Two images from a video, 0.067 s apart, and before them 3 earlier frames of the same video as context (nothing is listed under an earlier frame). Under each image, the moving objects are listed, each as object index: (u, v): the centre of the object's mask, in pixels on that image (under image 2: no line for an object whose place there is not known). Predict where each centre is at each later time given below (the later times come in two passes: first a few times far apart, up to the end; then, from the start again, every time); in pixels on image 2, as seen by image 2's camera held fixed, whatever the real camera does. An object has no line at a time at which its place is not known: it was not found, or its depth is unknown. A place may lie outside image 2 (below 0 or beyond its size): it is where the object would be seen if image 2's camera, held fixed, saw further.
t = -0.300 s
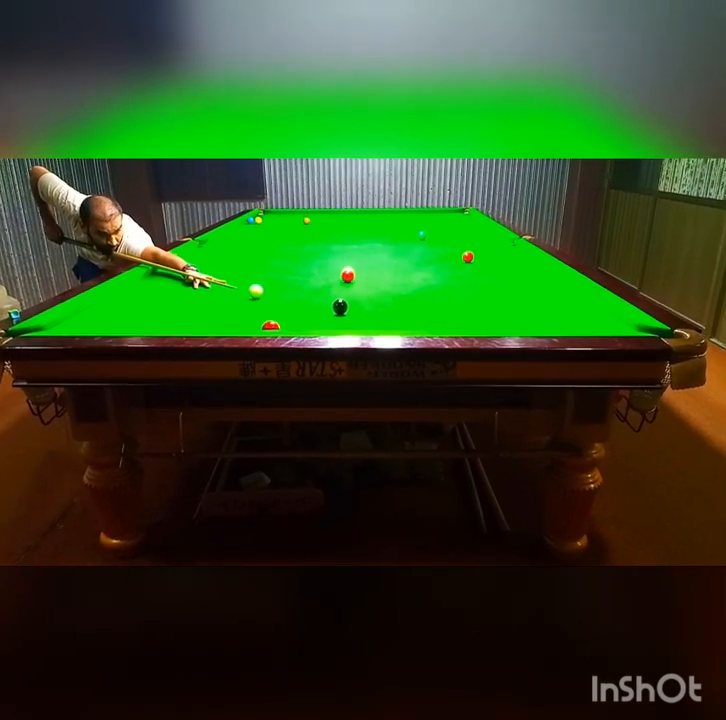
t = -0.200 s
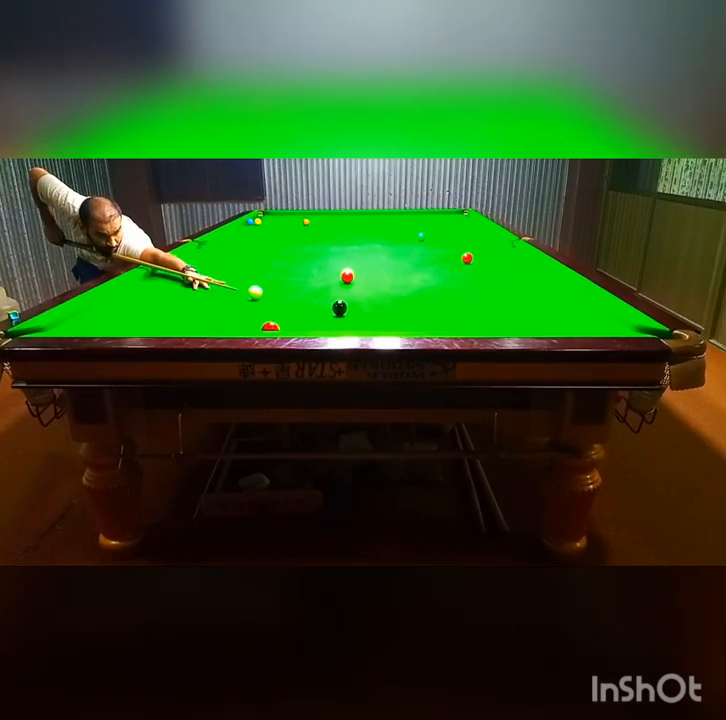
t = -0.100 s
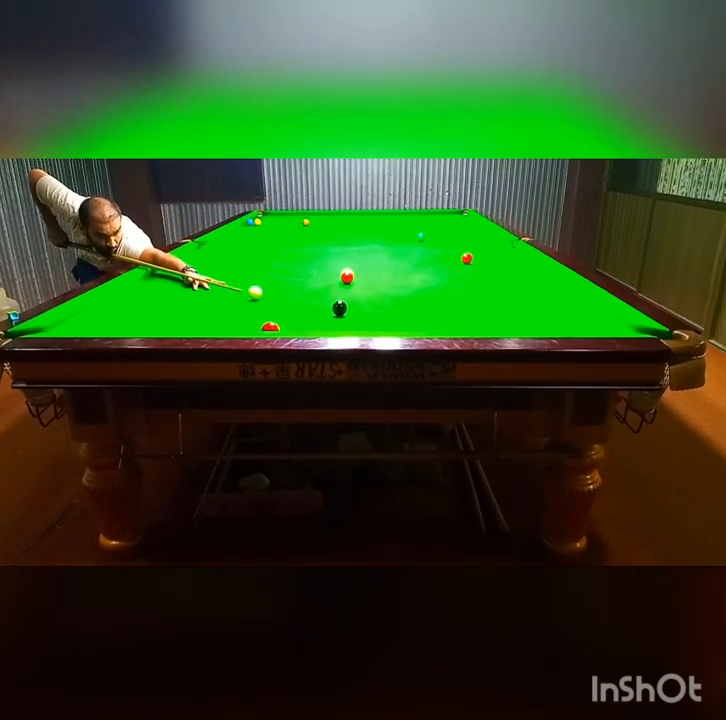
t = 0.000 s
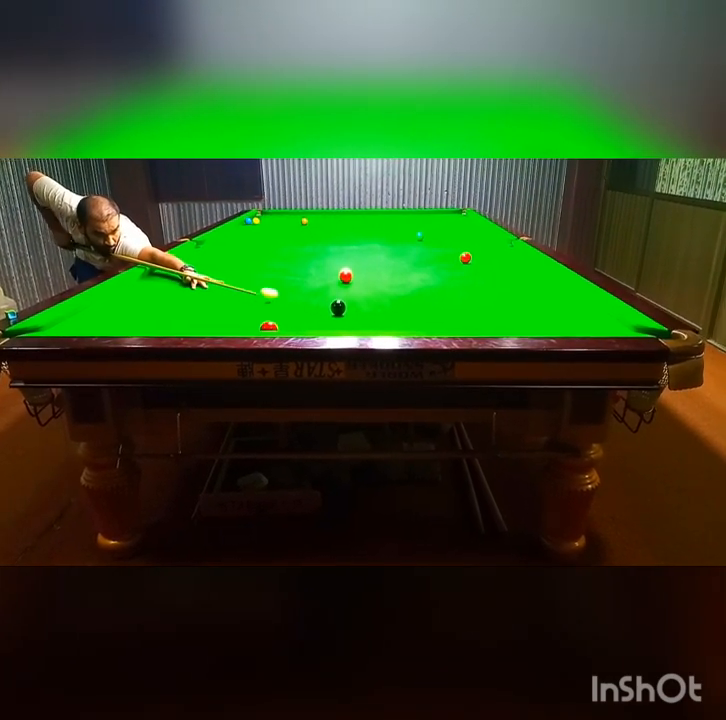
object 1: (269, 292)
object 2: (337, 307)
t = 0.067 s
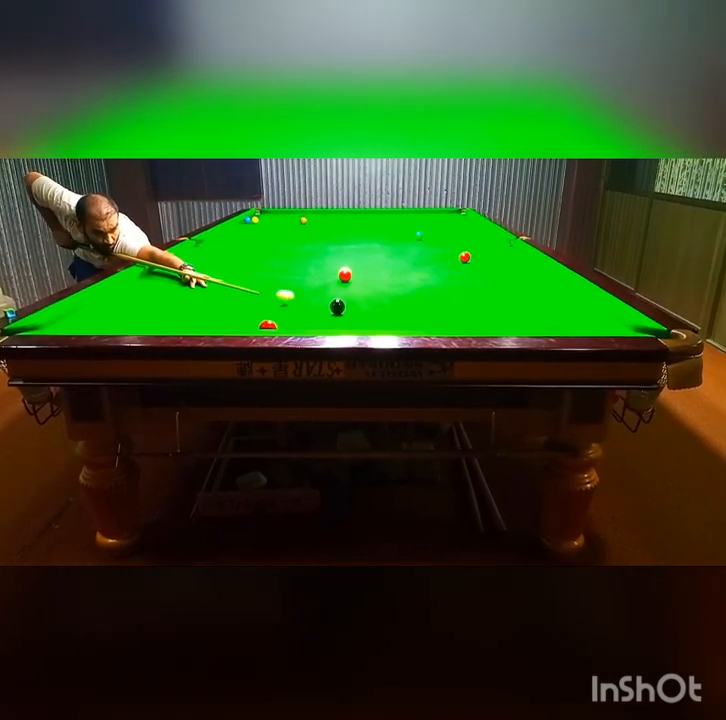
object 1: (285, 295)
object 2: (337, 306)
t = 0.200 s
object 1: (313, 300)
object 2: (337, 306)
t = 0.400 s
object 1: (325, 307)
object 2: (364, 308)
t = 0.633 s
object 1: (331, 314)
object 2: (399, 311)
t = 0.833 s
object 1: (336, 319)
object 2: (430, 314)
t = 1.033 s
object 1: (341, 322)
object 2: (460, 316)
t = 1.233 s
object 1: (346, 325)
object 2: (489, 318)
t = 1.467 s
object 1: (351, 325)
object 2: (522, 320)
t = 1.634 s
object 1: (354, 323)
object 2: (546, 322)
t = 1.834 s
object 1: (356, 323)
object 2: (575, 323)
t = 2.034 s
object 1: (359, 321)
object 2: (602, 324)
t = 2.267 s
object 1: (362, 320)
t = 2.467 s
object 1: (363, 319)
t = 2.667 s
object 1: (364, 319)
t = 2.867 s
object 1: (364, 320)
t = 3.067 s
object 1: (364, 319)
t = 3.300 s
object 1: (364, 320)
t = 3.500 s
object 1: (364, 319)
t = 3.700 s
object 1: (364, 320)
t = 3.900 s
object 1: (365, 320)
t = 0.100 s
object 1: (293, 297)
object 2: (337, 306)
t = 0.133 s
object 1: (300, 297)
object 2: (337, 306)
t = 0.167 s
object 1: (307, 299)
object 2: (337, 306)
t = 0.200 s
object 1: (313, 300)
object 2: (337, 306)
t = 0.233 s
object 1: (320, 301)
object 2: (337, 306)
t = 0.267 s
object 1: (323, 304)
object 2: (341, 307)
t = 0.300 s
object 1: (322, 305)
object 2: (347, 307)
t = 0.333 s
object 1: (323, 306)
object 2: (354, 308)
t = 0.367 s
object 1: (324, 307)
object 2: (359, 308)
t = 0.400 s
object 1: (325, 307)
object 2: (364, 308)
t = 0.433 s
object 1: (325, 308)
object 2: (369, 309)
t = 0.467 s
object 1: (327, 309)
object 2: (374, 309)
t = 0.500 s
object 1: (327, 310)
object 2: (379, 310)
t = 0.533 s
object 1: (328, 311)
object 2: (384, 310)
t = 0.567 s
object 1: (329, 312)
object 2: (389, 310)
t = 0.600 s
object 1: (330, 313)
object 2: (394, 311)
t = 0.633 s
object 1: (331, 314)
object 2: (399, 311)
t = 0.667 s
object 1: (332, 315)
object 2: (404, 312)
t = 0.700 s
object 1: (332, 315)
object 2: (409, 312)
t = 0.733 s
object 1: (333, 316)
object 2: (414, 312)
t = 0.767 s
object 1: (334, 317)
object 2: (419, 313)
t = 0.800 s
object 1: (335, 318)
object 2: (424, 313)
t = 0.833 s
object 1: (336, 319)
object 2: (430, 314)
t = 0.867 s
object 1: (337, 320)
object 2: (435, 314)
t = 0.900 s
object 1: (338, 320)
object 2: (439, 314)
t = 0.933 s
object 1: (339, 321)
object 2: (444, 315)
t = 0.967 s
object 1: (339, 321)
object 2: (449, 315)
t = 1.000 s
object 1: (340, 322)
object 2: (454, 315)
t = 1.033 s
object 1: (341, 322)
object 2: (460, 316)
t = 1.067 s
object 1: (342, 323)
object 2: (464, 316)
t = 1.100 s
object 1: (343, 323)
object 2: (469, 316)
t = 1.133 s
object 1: (343, 323)
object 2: (474, 317)
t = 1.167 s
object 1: (344, 324)
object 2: (479, 317)
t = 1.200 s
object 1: (346, 324)
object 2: (484, 318)
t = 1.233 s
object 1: (346, 325)
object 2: (489, 318)
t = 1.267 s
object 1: (347, 326)
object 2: (494, 318)
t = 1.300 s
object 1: (348, 326)
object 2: (499, 319)
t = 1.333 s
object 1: (349, 326)
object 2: (503, 319)
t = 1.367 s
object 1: (349, 326)
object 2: (508, 319)
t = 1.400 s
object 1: (350, 325)
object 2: (513, 320)
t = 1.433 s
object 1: (350, 325)
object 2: (518, 320)
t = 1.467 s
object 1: (351, 325)
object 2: (522, 320)
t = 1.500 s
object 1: (352, 325)
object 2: (527, 321)
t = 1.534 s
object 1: (352, 324)
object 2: (532, 321)
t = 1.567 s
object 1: (353, 324)
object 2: (537, 321)
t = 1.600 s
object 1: (354, 324)
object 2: (542, 322)
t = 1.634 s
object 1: (354, 323)
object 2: (546, 322)
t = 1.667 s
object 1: (355, 323)
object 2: (551, 322)
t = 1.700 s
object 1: (355, 323)
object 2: (556, 322)
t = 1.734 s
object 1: (355, 323)
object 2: (560, 323)
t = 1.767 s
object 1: (356, 323)
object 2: (565, 323)
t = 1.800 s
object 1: (356, 323)
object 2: (570, 323)
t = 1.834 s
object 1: (356, 323)
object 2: (575, 323)
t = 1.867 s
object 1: (357, 322)
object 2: (579, 323)
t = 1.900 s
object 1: (358, 322)
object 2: (584, 323)
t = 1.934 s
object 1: (358, 322)
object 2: (588, 324)
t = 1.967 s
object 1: (358, 322)
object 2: (593, 324)
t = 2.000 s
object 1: (359, 321)
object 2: (597, 324)
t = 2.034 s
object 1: (359, 321)
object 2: (602, 324)
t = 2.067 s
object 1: (360, 321)
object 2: (606, 324)
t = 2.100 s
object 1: (360, 321)
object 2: (610, 324)
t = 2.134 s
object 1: (360, 320)
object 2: (615, 325)
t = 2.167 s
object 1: (361, 320)
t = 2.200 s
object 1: (361, 320)
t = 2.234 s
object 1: (361, 320)
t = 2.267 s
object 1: (362, 320)
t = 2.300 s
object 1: (362, 320)
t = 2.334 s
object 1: (362, 320)
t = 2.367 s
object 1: (362, 320)
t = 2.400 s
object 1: (363, 319)
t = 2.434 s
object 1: (363, 319)
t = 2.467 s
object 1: (363, 319)
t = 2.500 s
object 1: (364, 319)
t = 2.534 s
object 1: (364, 319)
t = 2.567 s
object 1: (364, 319)
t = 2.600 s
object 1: (364, 319)
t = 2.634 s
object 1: (364, 319)
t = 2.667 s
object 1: (364, 319)
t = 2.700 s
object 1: (364, 319)
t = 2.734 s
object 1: (364, 319)
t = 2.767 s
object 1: (364, 319)
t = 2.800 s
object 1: (364, 320)
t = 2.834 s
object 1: (364, 320)
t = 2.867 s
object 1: (364, 320)
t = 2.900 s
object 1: (364, 320)
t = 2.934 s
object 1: (364, 319)
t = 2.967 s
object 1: (364, 320)
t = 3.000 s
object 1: (365, 319)
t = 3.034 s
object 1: (364, 319)
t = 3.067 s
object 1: (364, 319)
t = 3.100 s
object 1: (364, 319)
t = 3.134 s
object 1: (364, 319)
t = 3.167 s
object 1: (364, 319)
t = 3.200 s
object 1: (365, 319)
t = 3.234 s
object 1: (365, 319)
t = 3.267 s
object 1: (364, 320)
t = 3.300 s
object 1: (364, 320)
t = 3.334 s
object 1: (364, 319)
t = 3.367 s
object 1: (364, 319)
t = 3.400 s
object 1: (364, 319)
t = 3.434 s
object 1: (364, 319)
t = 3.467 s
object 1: (364, 319)
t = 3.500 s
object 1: (364, 319)
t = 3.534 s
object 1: (364, 319)
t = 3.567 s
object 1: (365, 319)
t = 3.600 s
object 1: (365, 319)
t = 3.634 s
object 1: (364, 320)
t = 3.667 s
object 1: (365, 319)
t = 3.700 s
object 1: (364, 320)
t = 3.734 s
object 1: (364, 320)
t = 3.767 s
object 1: (364, 320)
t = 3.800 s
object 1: (364, 320)
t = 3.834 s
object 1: (364, 320)
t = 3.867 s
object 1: (365, 320)
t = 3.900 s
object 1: (365, 320)
